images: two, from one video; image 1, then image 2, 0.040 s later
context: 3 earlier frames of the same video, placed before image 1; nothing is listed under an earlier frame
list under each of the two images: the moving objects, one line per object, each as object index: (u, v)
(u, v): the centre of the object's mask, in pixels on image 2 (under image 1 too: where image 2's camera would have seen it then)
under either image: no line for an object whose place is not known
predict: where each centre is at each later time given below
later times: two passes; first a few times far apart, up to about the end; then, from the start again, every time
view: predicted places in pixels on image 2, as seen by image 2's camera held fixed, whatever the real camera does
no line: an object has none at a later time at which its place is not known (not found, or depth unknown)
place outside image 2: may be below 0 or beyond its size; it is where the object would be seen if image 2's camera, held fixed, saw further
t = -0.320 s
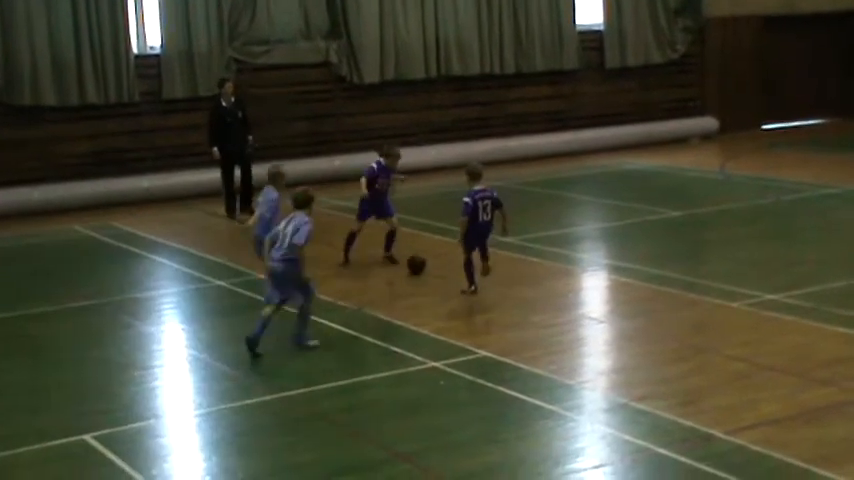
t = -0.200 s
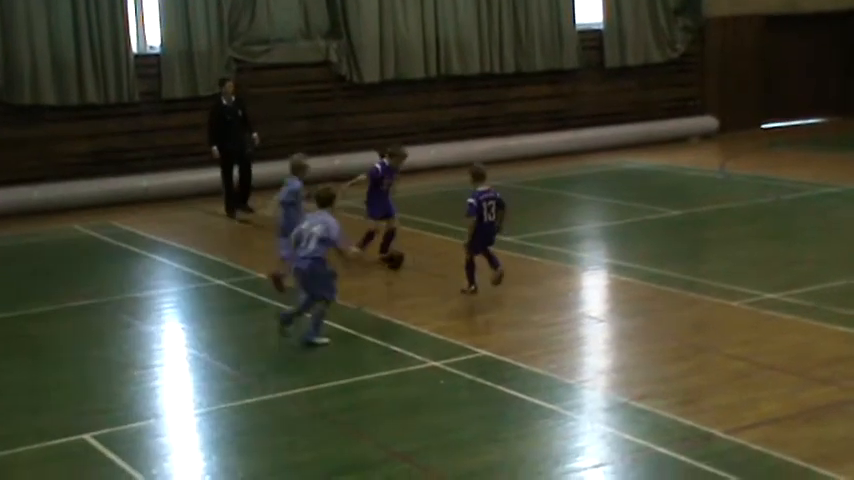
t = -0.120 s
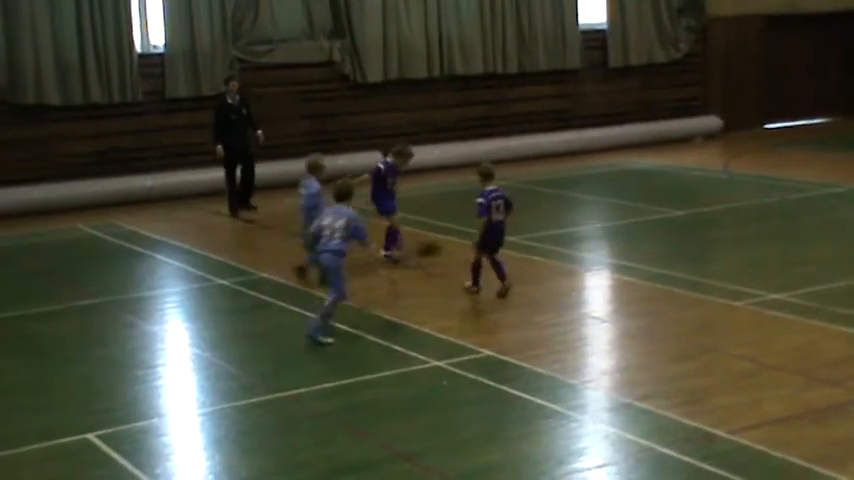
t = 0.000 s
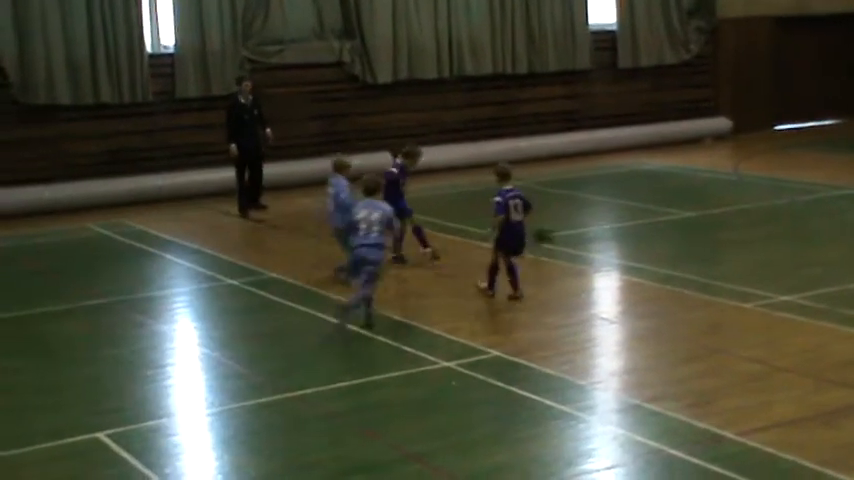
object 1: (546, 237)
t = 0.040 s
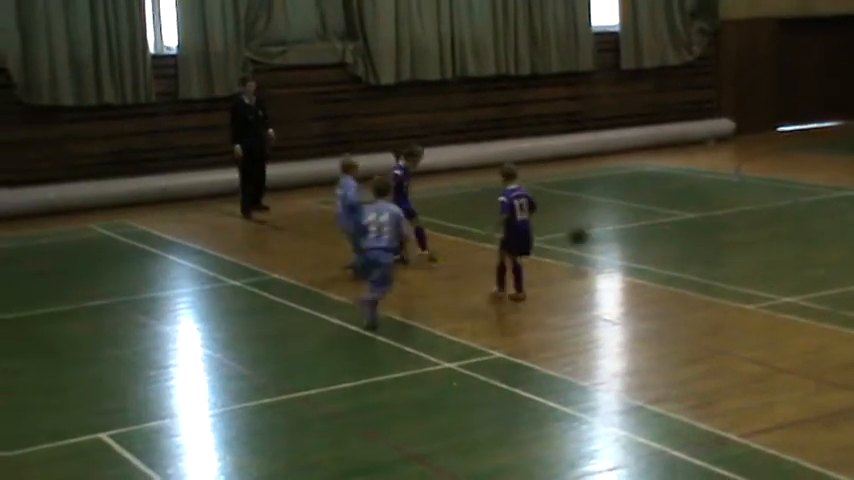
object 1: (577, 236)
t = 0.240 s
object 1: (736, 237)
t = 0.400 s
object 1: (841, 230)
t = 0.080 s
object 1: (609, 237)
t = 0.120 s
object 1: (645, 238)
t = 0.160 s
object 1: (678, 242)
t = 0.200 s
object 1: (709, 243)
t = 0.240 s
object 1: (736, 237)
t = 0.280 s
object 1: (762, 232)
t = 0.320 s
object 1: (788, 230)
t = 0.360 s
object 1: (813, 229)
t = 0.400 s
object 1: (841, 230)
